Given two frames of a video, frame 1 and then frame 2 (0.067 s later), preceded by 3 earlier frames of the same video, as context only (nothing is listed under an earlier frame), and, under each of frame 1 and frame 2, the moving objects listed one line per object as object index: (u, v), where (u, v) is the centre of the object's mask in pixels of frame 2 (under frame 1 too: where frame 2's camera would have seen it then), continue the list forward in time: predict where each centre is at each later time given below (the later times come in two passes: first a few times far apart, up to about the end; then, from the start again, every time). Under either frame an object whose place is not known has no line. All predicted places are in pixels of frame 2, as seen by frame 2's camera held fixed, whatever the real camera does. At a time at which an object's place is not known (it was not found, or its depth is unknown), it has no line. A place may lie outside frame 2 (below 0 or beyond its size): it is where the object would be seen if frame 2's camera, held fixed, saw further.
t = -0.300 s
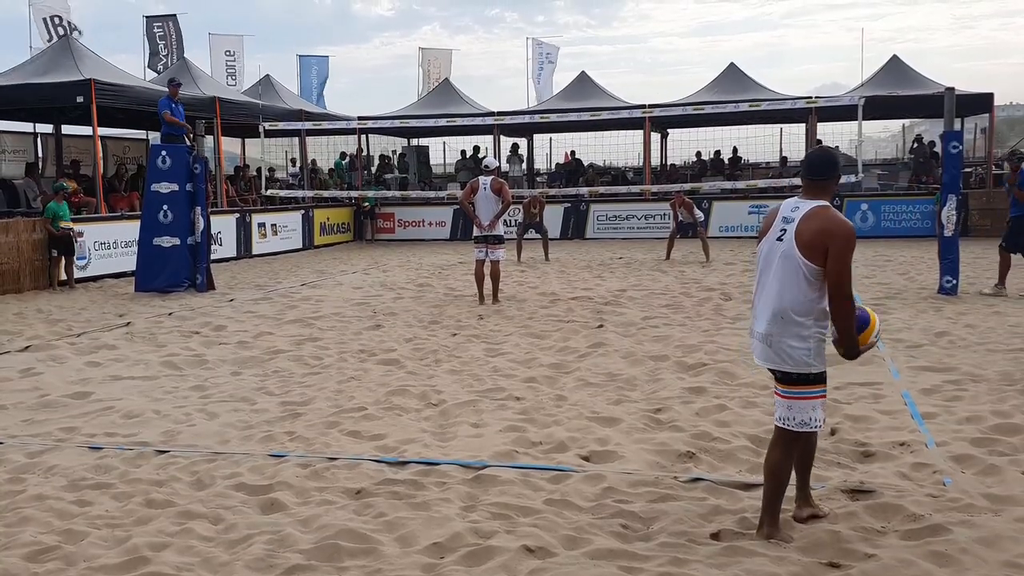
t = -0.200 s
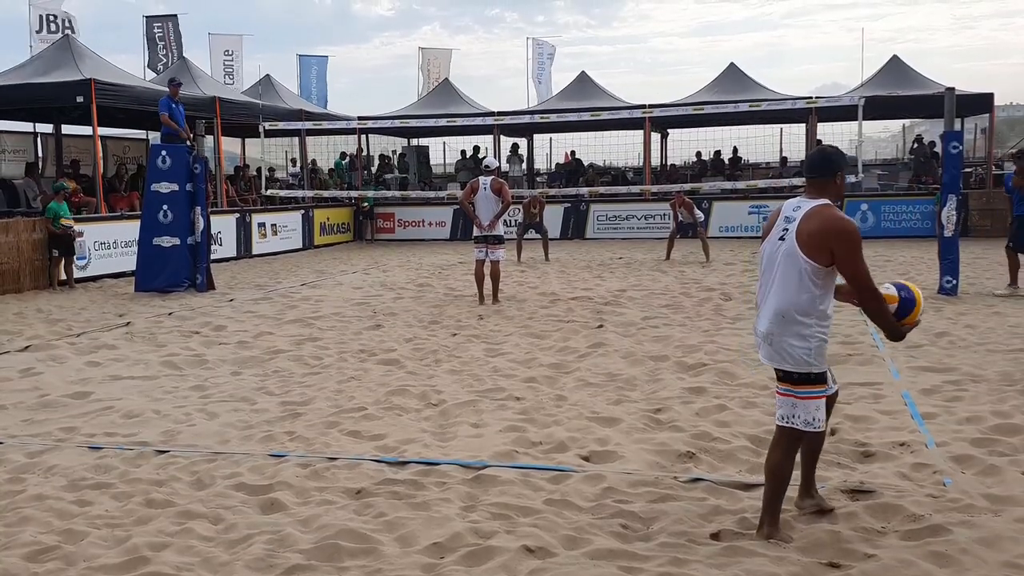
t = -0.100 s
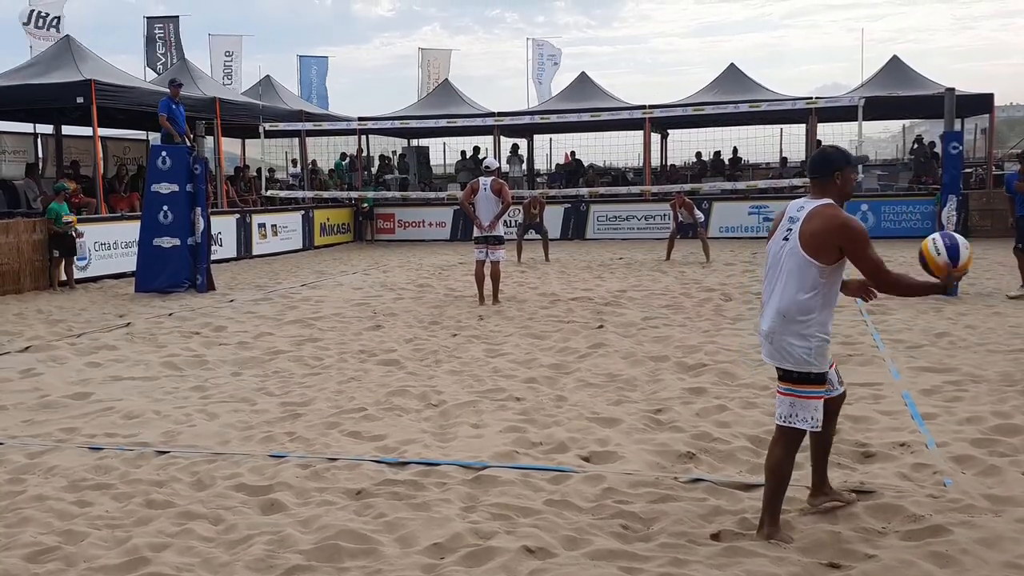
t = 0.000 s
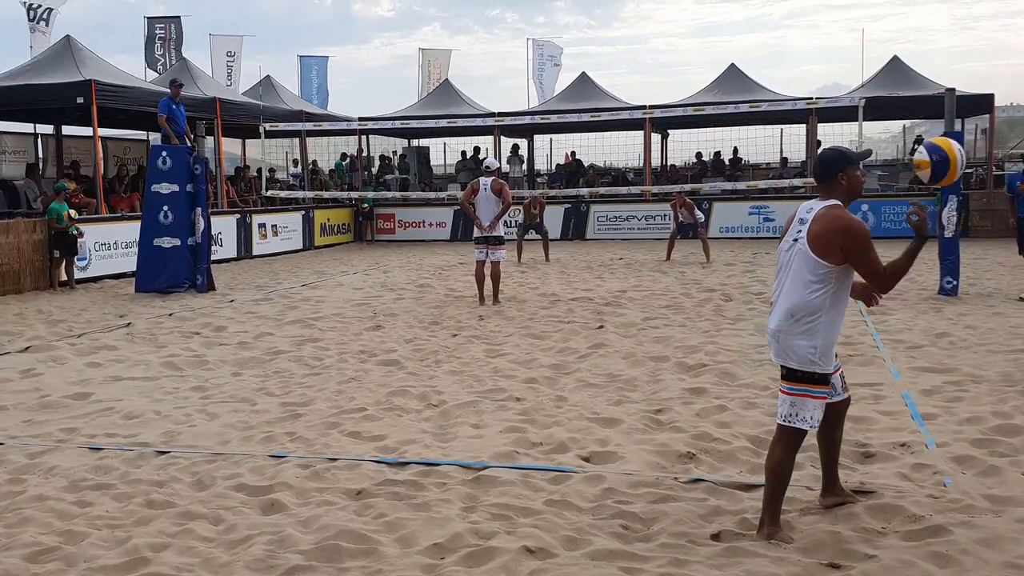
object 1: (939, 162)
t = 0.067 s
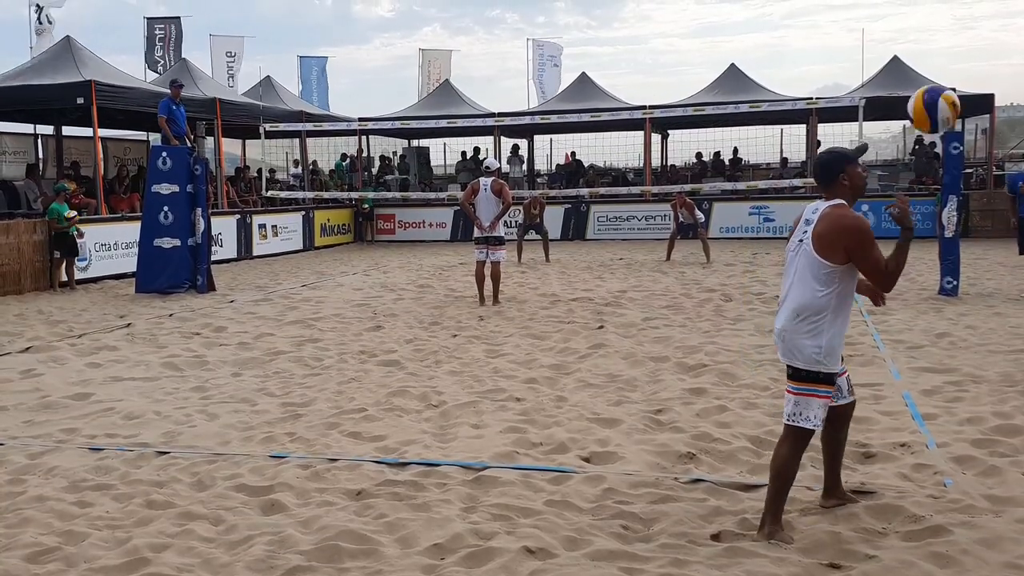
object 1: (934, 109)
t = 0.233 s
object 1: (914, 23)
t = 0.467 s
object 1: (889, 13)
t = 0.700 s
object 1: (867, 108)
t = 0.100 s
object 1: (929, 86)
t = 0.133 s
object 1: (925, 67)
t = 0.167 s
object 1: (922, 49)
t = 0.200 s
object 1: (918, 35)
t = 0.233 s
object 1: (914, 23)
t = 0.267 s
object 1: (910, 17)
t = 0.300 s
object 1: (906, 13)
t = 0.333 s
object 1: (902, 11)
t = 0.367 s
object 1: (898, 10)
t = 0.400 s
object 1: (895, 10)
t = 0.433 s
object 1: (892, 11)
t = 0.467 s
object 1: (889, 13)
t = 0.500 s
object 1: (885, 17)
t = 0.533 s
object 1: (883, 24)
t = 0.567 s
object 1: (879, 36)
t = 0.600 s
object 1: (875, 50)
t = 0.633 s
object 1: (872, 67)
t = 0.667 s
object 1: (869, 86)
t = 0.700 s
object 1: (867, 108)
